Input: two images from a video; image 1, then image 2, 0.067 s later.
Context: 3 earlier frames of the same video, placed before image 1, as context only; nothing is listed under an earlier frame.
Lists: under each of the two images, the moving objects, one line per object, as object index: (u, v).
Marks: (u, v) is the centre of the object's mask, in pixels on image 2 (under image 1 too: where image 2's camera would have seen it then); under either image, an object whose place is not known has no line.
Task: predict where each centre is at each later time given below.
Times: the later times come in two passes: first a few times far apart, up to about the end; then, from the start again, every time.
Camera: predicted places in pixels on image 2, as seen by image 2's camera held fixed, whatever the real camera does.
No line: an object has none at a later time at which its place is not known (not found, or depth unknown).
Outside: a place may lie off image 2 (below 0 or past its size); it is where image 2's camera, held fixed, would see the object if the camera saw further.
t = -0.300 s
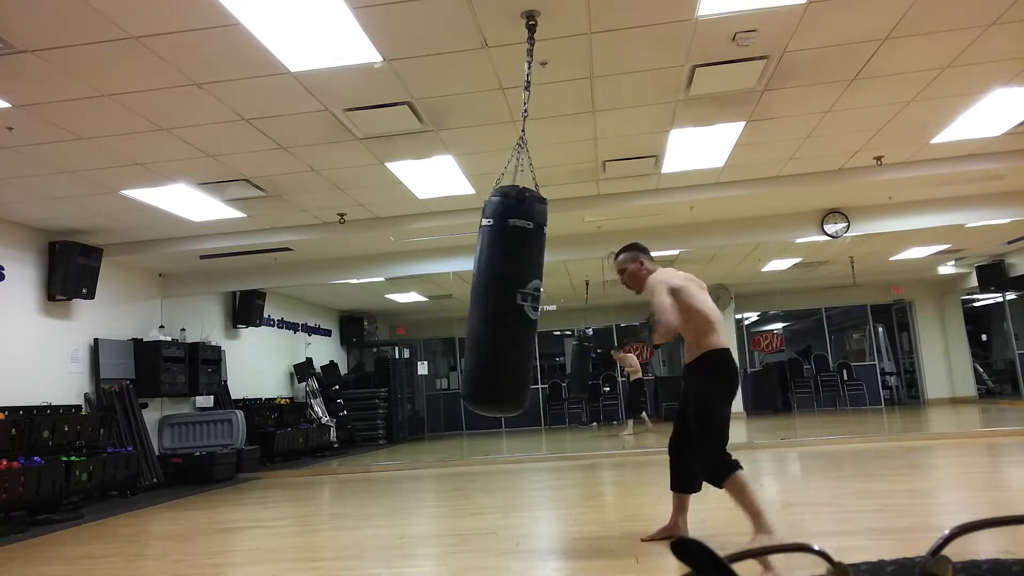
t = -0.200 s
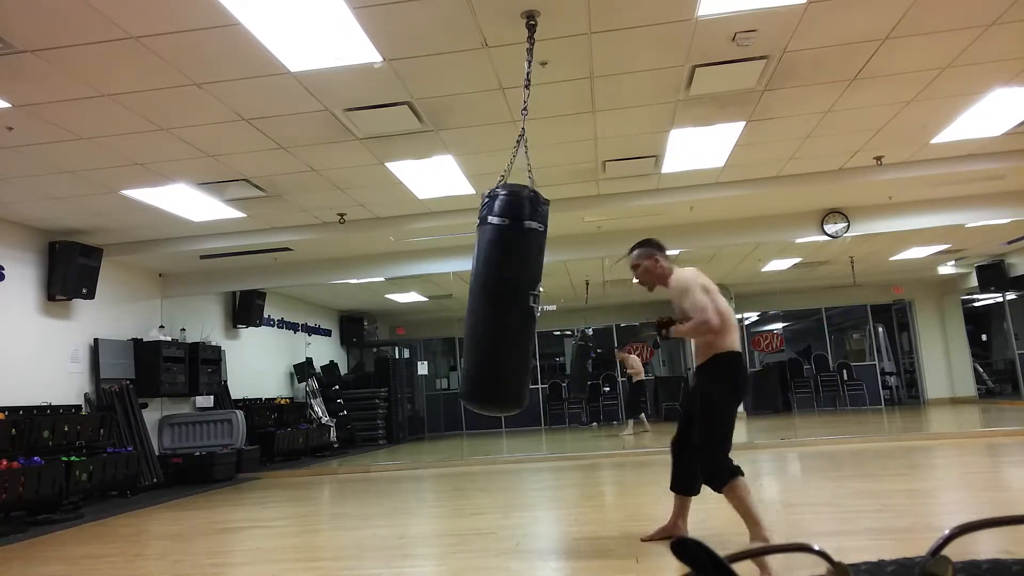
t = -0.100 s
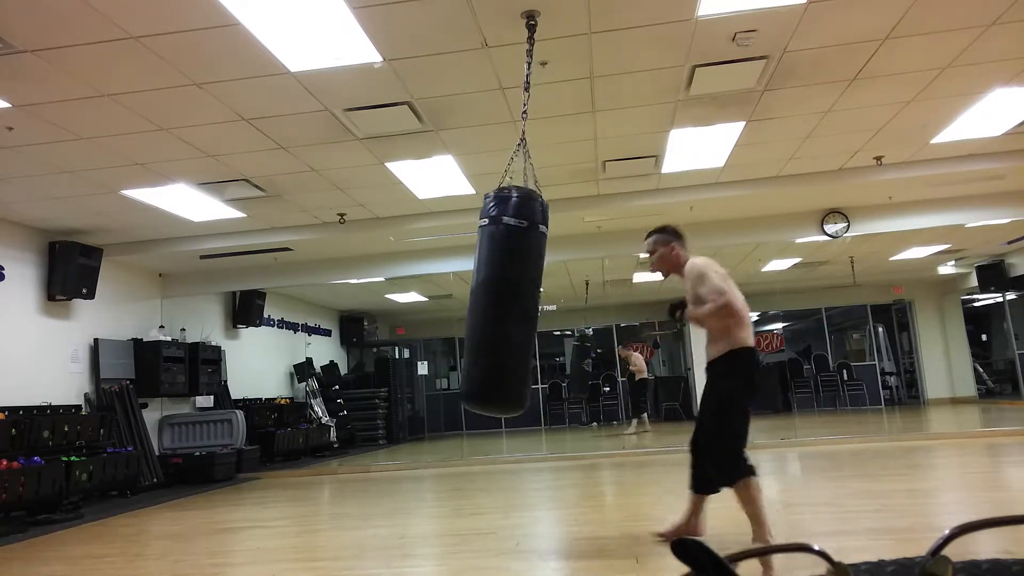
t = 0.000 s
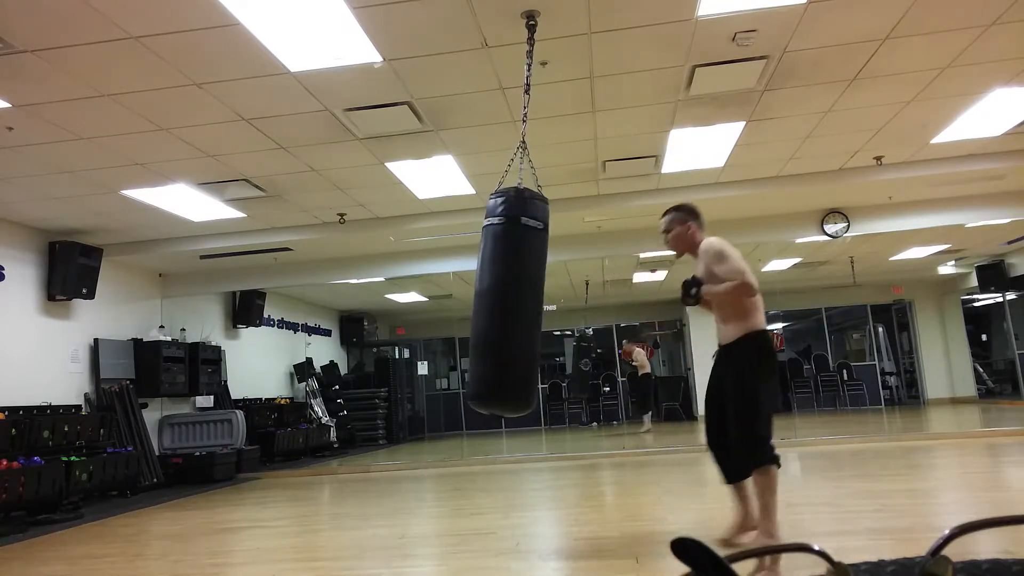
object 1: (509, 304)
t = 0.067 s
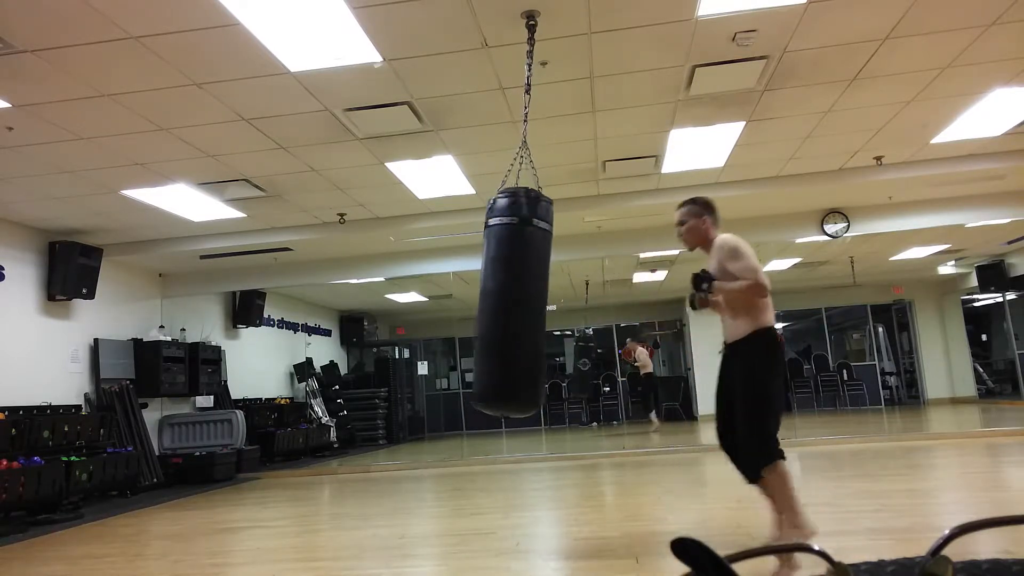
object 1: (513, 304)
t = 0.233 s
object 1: (529, 302)
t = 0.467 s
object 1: (557, 303)
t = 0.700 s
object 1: (584, 299)
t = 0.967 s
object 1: (601, 296)
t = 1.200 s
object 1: (601, 295)
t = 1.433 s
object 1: (585, 297)
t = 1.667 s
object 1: (560, 303)
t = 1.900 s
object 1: (532, 304)
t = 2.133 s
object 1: (512, 303)
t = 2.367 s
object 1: (505, 303)
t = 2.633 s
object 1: (516, 303)
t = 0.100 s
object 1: (516, 303)
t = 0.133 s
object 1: (519, 304)
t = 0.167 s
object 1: (522, 303)
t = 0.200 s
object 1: (525, 302)
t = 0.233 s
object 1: (529, 302)
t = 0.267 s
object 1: (533, 302)
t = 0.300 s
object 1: (536, 302)
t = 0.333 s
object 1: (541, 303)
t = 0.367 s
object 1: (544, 303)
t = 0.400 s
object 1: (549, 303)
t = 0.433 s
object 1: (553, 303)
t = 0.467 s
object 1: (557, 303)
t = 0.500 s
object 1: (561, 302)
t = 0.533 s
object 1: (565, 302)
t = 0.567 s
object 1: (568, 301)
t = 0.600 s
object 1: (572, 299)
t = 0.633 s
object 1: (576, 300)
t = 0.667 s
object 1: (580, 299)
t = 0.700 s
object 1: (584, 299)
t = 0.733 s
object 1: (587, 298)
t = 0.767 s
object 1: (590, 297)
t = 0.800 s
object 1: (592, 297)
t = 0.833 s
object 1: (594, 297)
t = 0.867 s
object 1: (597, 297)
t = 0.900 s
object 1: (599, 296)
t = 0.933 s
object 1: (600, 296)
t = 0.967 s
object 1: (601, 296)
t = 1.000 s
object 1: (602, 296)
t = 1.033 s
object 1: (602, 296)
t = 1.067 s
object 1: (603, 296)
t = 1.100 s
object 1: (603, 296)
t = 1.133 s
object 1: (603, 295)
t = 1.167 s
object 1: (602, 295)
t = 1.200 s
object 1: (601, 295)
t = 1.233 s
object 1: (600, 295)
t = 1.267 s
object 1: (599, 296)
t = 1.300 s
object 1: (596, 296)
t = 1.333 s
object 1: (594, 297)
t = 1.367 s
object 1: (591, 297)
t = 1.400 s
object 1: (588, 296)
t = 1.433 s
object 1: (585, 297)
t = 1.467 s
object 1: (582, 298)
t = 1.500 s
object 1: (578, 300)
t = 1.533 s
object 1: (575, 299)
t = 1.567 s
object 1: (571, 300)
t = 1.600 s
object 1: (568, 302)
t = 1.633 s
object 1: (564, 303)
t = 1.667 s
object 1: (560, 303)
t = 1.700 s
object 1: (556, 303)
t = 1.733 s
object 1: (552, 304)
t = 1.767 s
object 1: (548, 305)
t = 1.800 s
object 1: (544, 304)
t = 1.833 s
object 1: (540, 304)
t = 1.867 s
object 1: (536, 304)
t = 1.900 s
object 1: (532, 304)
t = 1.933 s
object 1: (528, 304)
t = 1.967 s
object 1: (525, 303)
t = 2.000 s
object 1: (522, 303)
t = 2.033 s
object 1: (519, 303)
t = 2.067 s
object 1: (517, 303)
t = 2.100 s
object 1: (514, 303)
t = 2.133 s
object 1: (512, 303)
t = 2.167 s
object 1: (510, 303)
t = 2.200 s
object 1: (509, 303)
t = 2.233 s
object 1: (507, 303)
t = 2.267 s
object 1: (506, 303)
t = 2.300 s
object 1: (505, 303)
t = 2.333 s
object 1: (505, 303)
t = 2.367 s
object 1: (505, 303)
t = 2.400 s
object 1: (505, 304)
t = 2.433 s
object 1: (505, 304)
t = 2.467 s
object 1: (507, 304)
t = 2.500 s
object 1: (508, 304)
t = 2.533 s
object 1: (510, 303)
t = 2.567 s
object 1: (512, 303)
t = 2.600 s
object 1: (514, 303)
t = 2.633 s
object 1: (516, 303)
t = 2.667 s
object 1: (519, 304)
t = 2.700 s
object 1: (521, 303)
